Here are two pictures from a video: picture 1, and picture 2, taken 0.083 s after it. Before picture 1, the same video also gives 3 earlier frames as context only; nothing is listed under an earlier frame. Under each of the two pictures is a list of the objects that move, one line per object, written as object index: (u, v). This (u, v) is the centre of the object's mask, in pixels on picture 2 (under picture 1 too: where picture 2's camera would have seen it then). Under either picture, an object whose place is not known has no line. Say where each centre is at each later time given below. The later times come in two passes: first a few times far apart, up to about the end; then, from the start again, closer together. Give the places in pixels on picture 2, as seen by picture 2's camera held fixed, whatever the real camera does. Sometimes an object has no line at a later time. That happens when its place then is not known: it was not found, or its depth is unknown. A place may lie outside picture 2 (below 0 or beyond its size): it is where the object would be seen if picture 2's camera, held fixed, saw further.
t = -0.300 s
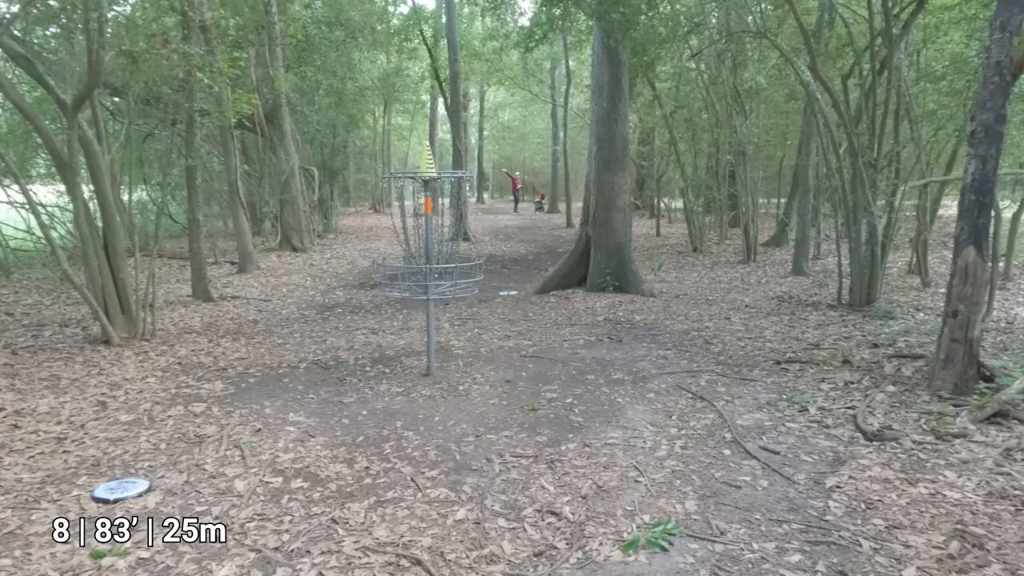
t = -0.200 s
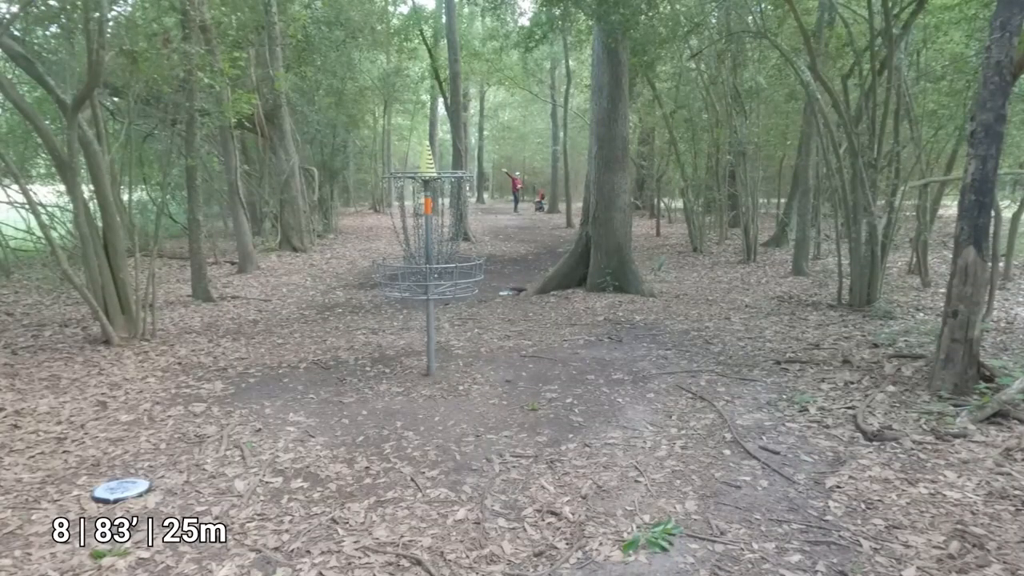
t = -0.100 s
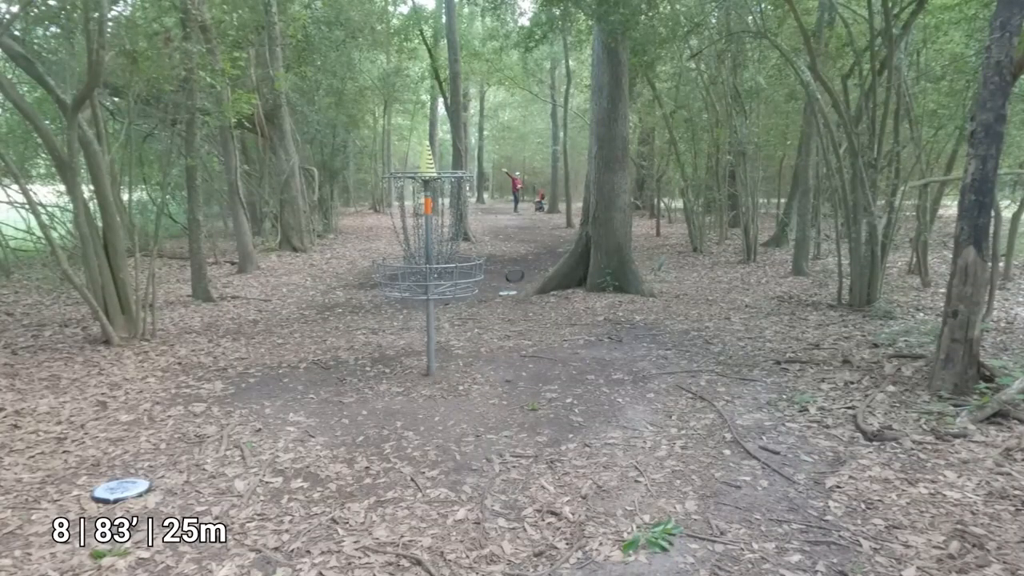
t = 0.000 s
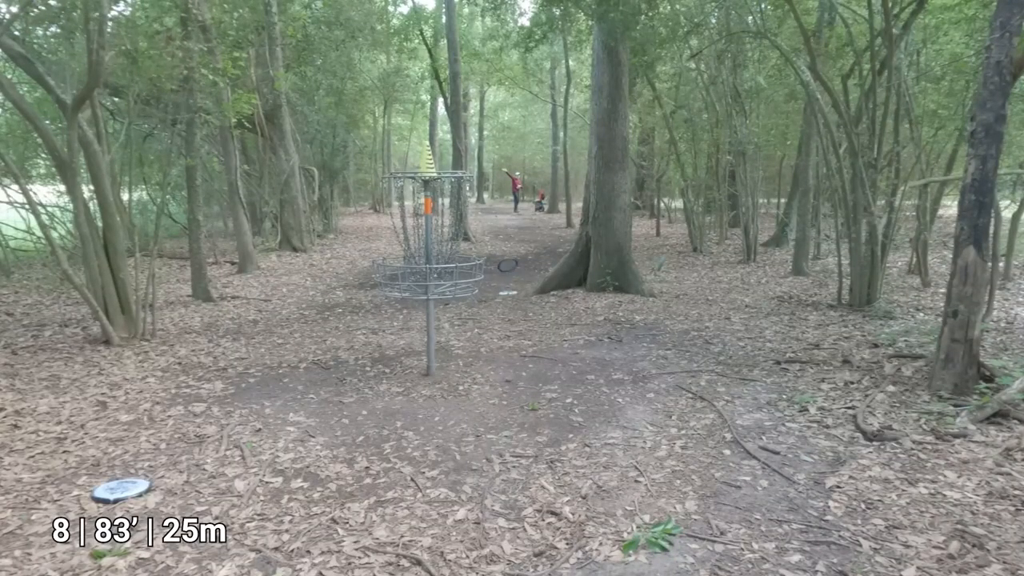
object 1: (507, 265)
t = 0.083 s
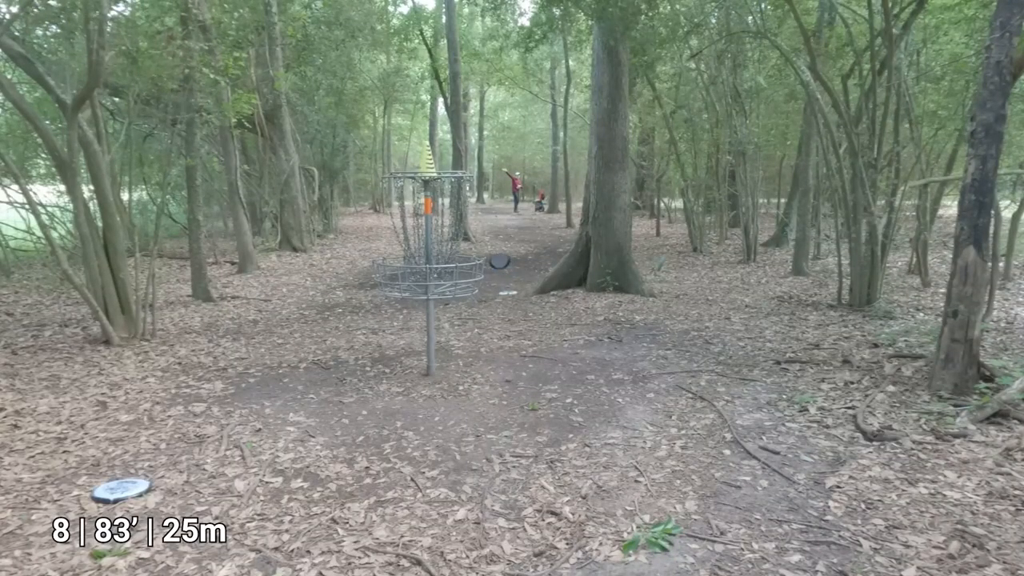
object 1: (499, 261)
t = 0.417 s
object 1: (452, 305)
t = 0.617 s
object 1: (418, 324)
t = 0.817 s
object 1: (392, 346)
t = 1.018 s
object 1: (376, 364)
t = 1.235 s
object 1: (380, 385)
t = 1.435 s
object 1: (405, 405)
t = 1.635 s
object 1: (452, 422)
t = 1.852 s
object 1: (520, 439)
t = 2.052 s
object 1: (578, 437)
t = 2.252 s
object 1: (630, 433)
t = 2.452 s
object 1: (656, 421)
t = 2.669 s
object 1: (656, 407)
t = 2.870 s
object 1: (633, 400)
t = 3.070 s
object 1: (599, 398)
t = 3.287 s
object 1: (577, 409)
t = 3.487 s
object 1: (583, 417)
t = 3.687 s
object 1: (585, 421)
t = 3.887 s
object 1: (586, 421)
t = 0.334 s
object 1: (467, 287)
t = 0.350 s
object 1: (464, 288)
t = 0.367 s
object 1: (461, 291)
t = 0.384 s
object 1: (457, 299)
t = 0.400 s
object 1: (454, 302)
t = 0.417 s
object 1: (452, 305)
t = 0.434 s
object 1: (448, 310)
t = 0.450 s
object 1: (446, 315)
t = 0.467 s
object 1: (443, 320)
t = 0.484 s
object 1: (442, 324)
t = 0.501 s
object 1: (439, 328)
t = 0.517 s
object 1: (437, 326)
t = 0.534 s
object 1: (424, 330)
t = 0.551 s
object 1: (424, 330)
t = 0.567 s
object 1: (424, 331)
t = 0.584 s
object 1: (423, 326)
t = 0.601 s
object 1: (420, 324)
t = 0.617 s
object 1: (418, 324)
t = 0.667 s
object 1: (413, 323)
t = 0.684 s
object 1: (411, 324)
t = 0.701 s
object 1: (409, 328)
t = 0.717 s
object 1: (407, 329)
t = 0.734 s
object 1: (405, 329)
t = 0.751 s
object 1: (403, 332)
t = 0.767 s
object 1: (401, 332)
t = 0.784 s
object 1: (398, 337)
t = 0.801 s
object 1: (396, 341)
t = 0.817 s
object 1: (392, 346)
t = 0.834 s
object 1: (390, 349)
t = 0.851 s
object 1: (389, 348)
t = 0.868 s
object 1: (387, 348)
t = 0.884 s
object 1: (387, 349)
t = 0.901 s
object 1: (385, 351)
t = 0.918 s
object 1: (383, 352)
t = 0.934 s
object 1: (382, 354)
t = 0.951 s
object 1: (381, 354)
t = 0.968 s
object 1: (380, 358)
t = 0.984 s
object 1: (377, 362)
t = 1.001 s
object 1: (377, 363)
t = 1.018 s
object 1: (376, 364)
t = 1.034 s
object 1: (376, 366)
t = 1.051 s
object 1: (375, 368)
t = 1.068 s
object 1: (375, 369)
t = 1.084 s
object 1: (375, 371)
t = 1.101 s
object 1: (374, 374)
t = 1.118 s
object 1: (374, 375)
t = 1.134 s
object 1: (374, 377)
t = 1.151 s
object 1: (375, 378)
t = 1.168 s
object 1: (375, 379)
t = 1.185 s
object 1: (376, 381)
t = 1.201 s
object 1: (378, 382)
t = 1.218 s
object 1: (378, 383)
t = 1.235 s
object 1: (380, 385)
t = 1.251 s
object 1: (381, 387)
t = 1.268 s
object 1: (382, 389)
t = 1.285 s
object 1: (383, 392)
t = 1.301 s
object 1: (385, 393)
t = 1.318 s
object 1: (387, 396)
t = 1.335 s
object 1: (389, 398)
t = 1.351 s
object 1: (392, 399)
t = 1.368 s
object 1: (394, 400)
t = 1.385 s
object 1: (397, 402)
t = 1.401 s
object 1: (399, 403)
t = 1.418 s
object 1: (402, 403)
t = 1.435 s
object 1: (405, 405)
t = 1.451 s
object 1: (409, 406)
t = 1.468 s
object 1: (411, 408)
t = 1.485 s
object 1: (414, 410)
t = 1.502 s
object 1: (418, 412)
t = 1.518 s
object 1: (421, 414)
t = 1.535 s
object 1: (425, 416)
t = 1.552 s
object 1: (429, 417)
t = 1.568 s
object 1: (433, 418)
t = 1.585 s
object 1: (437, 419)
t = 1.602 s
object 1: (442, 421)
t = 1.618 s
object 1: (447, 422)
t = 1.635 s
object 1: (452, 422)
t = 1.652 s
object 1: (457, 423)
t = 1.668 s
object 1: (461, 425)
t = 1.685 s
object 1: (467, 427)
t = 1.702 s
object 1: (471, 429)
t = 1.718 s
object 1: (476, 430)
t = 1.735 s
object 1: (482, 431)
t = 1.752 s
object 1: (487, 432)
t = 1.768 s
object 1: (493, 433)
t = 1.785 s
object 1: (498, 434)
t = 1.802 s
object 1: (504, 434)
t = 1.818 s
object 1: (509, 436)
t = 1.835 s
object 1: (515, 438)
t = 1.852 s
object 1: (520, 439)
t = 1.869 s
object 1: (526, 439)
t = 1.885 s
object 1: (532, 439)
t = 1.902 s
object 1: (538, 440)
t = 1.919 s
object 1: (543, 438)
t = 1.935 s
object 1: (547, 436)
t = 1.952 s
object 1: (551, 434)
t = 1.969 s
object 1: (556, 433)
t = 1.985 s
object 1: (561, 433)
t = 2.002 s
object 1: (565, 433)
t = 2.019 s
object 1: (569, 434)
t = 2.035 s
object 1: (573, 435)
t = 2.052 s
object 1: (578, 437)
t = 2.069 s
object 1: (583, 440)
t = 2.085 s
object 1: (587, 439)
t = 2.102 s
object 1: (592, 439)
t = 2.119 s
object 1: (597, 439)
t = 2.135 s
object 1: (602, 439)
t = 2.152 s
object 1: (606, 440)
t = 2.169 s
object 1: (610, 439)
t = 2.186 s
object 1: (615, 439)
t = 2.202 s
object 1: (619, 438)
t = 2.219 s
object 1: (623, 436)
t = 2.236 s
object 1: (626, 434)
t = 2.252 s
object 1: (630, 433)
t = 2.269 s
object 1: (632, 431)
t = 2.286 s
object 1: (636, 430)
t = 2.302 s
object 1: (638, 429)
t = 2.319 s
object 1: (641, 428)
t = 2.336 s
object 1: (643, 428)
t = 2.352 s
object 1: (646, 426)
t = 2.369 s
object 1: (648, 426)
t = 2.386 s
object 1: (650, 424)
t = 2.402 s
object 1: (652, 424)
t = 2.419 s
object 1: (653, 423)
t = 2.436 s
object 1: (655, 422)
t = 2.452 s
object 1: (656, 421)
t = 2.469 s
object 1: (658, 420)
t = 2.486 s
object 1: (659, 419)
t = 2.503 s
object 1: (660, 419)
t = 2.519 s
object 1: (660, 418)
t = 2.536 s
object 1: (661, 418)
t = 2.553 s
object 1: (662, 417)
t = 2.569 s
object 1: (662, 415)
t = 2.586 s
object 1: (661, 413)
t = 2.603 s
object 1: (661, 412)
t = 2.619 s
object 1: (660, 411)
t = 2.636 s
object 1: (659, 410)
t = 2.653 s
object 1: (658, 408)
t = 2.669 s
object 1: (656, 407)
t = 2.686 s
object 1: (655, 406)
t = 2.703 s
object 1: (653, 405)
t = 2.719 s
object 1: (652, 404)
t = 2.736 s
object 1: (650, 403)
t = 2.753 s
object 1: (648, 403)
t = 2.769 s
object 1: (645, 402)
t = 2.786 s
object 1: (644, 401)
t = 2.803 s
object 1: (642, 401)
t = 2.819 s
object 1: (639, 400)
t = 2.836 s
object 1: (638, 401)
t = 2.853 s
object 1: (635, 400)
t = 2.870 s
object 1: (633, 400)
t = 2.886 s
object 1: (630, 400)
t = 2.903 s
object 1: (627, 400)
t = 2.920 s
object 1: (625, 400)
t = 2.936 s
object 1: (622, 399)
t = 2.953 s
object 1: (619, 399)
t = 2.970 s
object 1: (616, 399)
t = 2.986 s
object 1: (613, 399)
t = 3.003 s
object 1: (610, 399)
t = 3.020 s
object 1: (607, 399)
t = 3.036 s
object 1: (605, 399)
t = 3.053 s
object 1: (602, 398)
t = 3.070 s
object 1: (599, 398)
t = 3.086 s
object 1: (598, 398)
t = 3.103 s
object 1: (596, 398)
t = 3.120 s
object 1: (593, 398)
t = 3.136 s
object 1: (592, 398)
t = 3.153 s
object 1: (590, 399)
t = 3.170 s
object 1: (588, 399)
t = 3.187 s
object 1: (586, 400)
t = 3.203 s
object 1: (585, 400)
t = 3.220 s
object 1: (584, 401)
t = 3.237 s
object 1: (583, 402)
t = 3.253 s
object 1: (581, 404)
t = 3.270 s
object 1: (579, 407)
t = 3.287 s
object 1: (577, 409)
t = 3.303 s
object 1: (576, 410)
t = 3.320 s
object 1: (577, 409)
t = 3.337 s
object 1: (578, 412)
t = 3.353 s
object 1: (578, 413)
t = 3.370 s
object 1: (578, 413)
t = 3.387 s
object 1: (578, 414)
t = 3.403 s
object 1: (579, 415)
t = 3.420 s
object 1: (580, 416)
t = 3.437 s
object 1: (581, 416)
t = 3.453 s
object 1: (581, 416)
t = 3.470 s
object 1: (582, 417)
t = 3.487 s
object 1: (583, 417)
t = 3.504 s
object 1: (583, 418)
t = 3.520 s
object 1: (584, 418)
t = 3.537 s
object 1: (584, 418)
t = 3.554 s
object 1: (585, 419)
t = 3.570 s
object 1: (585, 420)
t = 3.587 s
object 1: (585, 420)
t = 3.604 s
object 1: (585, 420)
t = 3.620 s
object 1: (585, 420)
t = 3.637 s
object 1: (585, 420)
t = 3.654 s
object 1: (585, 420)
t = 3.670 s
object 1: (585, 421)
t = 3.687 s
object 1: (585, 421)
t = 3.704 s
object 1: (585, 421)
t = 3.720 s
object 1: (585, 421)
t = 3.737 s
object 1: (586, 421)
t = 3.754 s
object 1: (586, 421)
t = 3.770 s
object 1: (586, 421)
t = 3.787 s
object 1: (586, 421)
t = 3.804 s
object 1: (586, 421)
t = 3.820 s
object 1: (586, 421)
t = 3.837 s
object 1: (586, 421)
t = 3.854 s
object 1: (586, 422)
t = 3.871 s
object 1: (586, 421)
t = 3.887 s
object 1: (586, 421)
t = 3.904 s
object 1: (586, 422)
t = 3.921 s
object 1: (586, 422)
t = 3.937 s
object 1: (586, 422)
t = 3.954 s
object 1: (586, 422)
